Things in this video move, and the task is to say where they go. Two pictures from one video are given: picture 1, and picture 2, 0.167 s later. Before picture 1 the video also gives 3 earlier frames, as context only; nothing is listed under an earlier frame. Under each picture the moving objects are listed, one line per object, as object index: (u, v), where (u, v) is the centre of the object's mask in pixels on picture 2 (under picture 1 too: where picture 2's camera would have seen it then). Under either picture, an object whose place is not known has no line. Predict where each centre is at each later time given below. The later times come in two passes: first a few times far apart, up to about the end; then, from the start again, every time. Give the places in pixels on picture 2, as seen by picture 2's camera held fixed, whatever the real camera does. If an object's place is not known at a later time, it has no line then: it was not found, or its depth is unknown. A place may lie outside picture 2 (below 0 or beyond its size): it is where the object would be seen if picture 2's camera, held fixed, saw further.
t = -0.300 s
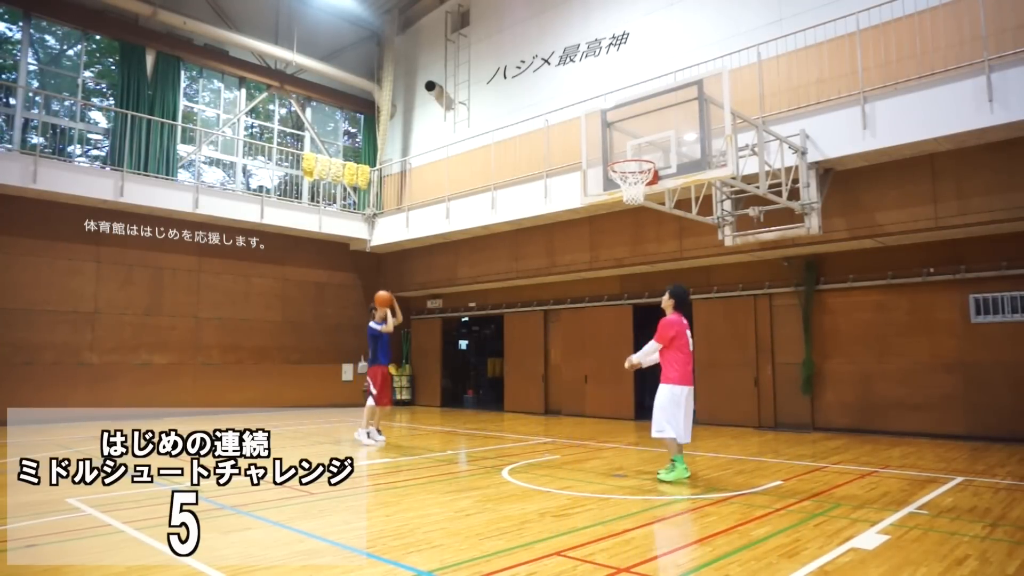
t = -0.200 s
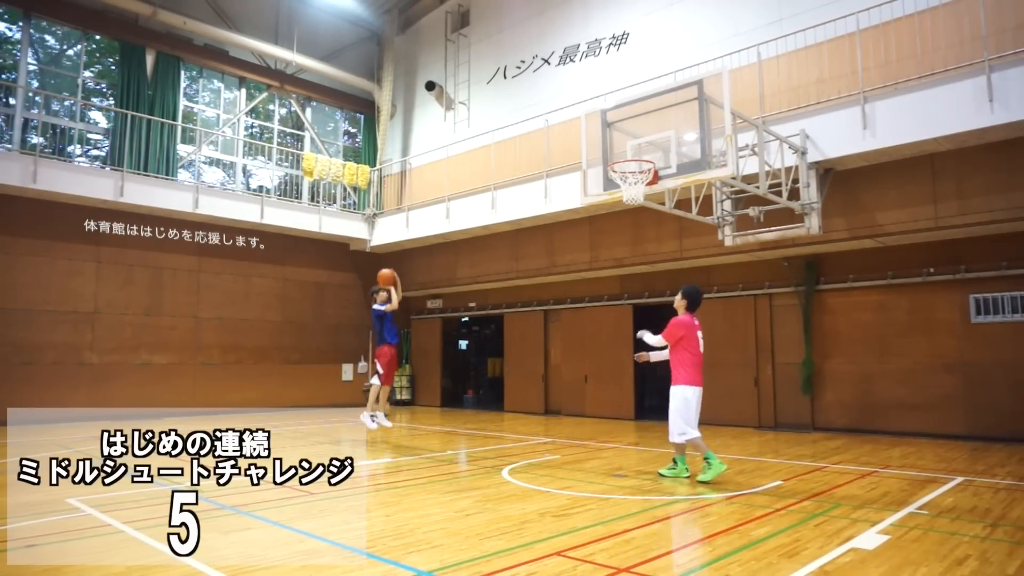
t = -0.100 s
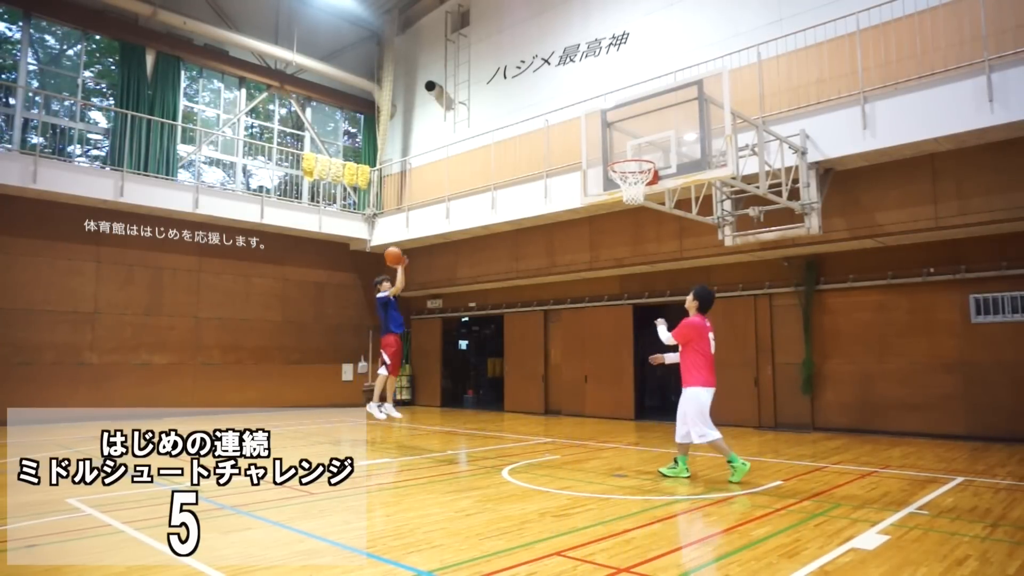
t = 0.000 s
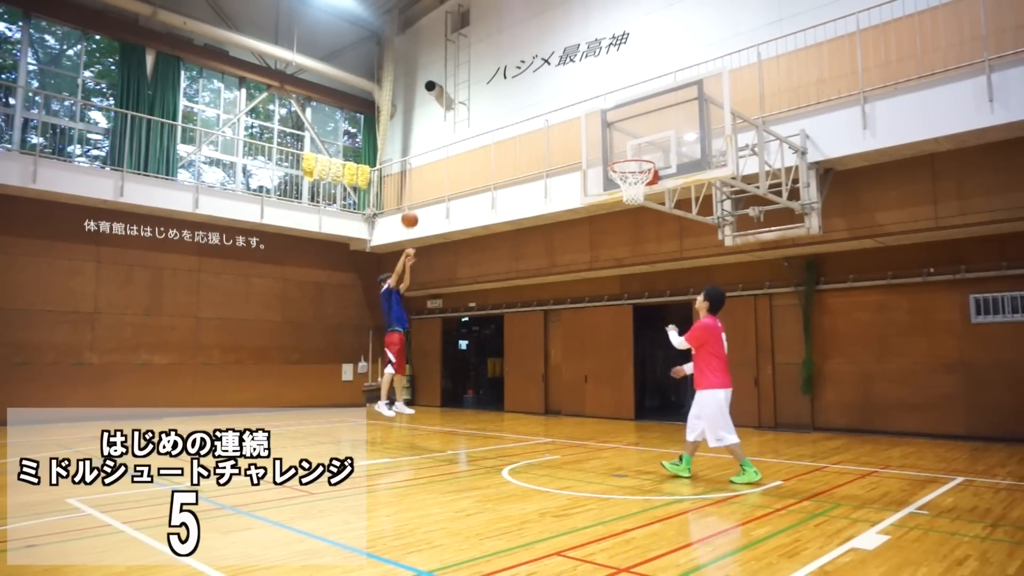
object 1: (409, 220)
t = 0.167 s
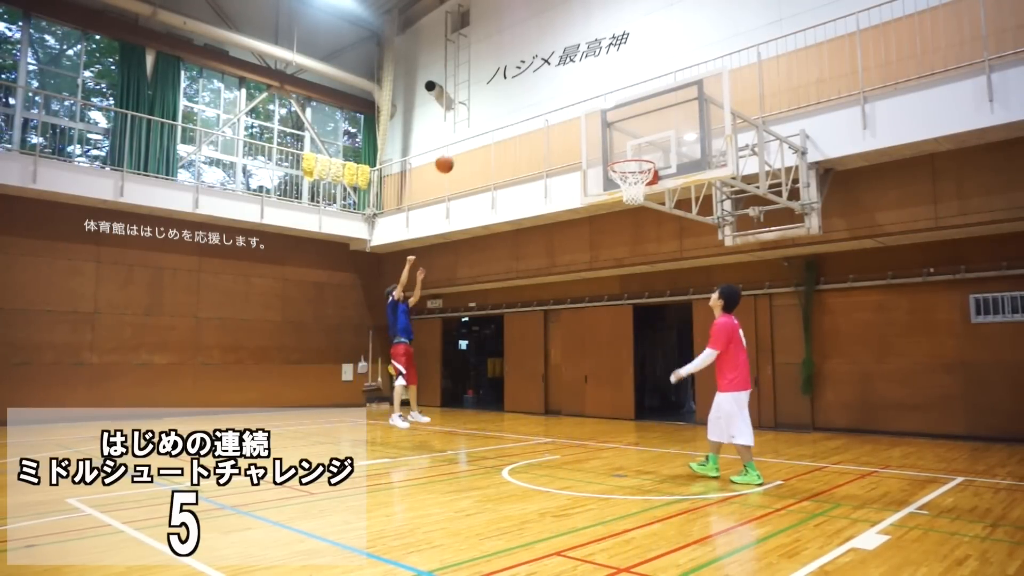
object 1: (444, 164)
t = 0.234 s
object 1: (459, 147)
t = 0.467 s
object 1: (513, 110)
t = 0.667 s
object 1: (566, 110)
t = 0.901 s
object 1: (637, 153)
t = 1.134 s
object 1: (605, 157)
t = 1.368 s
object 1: (547, 188)
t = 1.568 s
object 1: (496, 253)
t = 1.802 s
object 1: (435, 381)
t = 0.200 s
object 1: (451, 156)
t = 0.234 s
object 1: (459, 147)
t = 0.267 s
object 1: (466, 139)
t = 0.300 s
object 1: (474, 133)
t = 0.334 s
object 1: (481, 127)
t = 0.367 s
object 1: (489, 121)
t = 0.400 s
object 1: (497, 117)
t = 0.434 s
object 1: (505, 113)
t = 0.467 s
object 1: (513, 110)
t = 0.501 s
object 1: (521, 107)
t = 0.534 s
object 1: (530, 106)
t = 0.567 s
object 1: (539, 106)
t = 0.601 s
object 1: (548, 106)
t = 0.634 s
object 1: (557, 107)
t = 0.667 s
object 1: (566, 110)
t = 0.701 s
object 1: (576, 113)
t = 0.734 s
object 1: (585, 117)
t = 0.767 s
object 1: (596, 123)
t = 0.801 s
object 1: (605, 130)
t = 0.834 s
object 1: (616, 138)
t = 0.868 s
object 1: (627, 147)
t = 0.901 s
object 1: (637, 153)
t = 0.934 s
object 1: (635, 153)
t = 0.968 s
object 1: (633, 153)
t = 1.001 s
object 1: (631, 153)
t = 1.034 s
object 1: (629, 155)
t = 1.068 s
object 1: (622, 155)
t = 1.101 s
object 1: (613, 155)
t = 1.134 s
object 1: (605, 157)
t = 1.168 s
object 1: (597, 159)
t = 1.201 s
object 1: (589, 161)
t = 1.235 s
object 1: (580, 165)
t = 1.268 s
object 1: (572, 169)
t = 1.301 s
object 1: (564, 174)
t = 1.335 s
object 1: (555, 180)
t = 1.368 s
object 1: (547, 188)
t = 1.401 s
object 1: (538, 196)
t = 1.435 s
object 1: (529, 206)
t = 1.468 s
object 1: (521, 216)
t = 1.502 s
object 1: (512, 228)
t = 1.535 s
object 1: (504, 240)
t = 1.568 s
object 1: (496, 253)
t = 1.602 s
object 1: (487, 268)
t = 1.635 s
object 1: (479, 285)
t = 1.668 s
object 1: (470, 300)
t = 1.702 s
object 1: (461, 320)
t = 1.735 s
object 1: (452, 339)
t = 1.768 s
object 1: (444, 360)
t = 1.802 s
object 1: (435, 381)
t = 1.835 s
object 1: (426, 402)
